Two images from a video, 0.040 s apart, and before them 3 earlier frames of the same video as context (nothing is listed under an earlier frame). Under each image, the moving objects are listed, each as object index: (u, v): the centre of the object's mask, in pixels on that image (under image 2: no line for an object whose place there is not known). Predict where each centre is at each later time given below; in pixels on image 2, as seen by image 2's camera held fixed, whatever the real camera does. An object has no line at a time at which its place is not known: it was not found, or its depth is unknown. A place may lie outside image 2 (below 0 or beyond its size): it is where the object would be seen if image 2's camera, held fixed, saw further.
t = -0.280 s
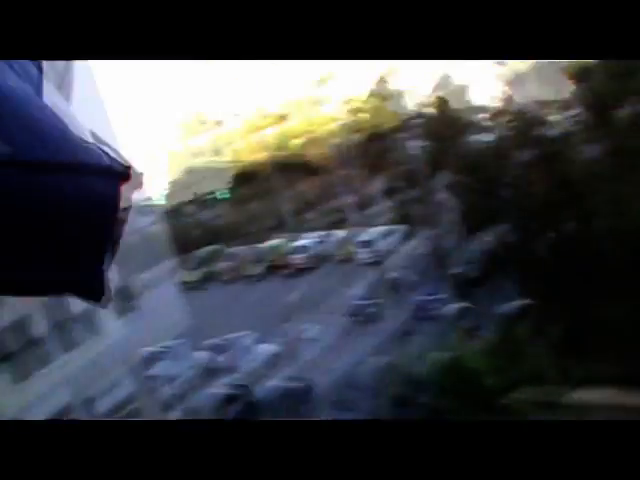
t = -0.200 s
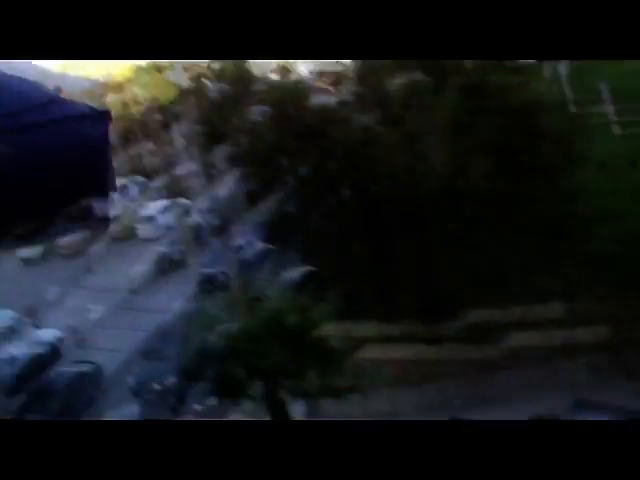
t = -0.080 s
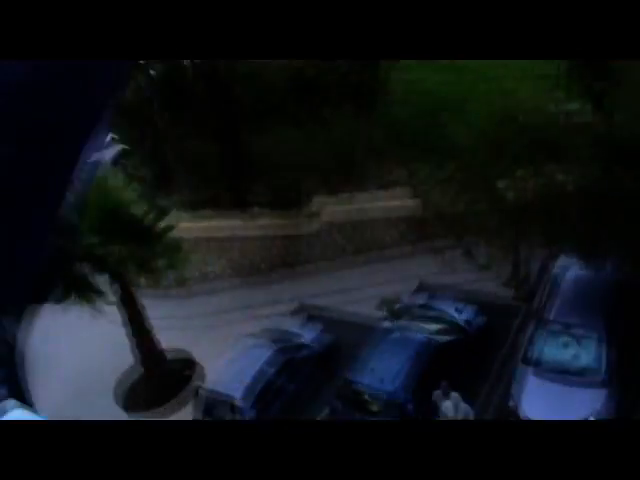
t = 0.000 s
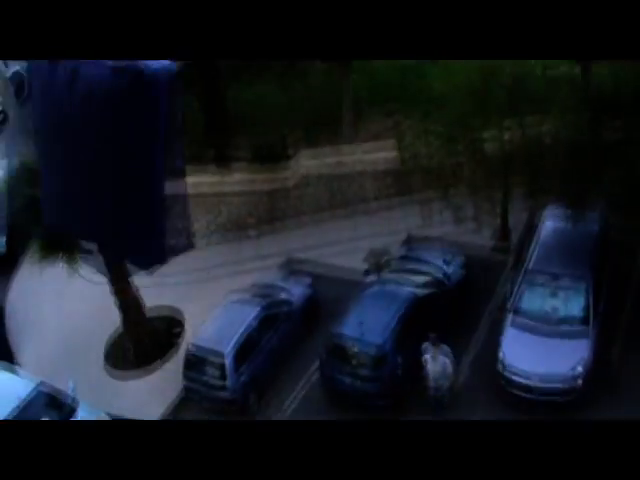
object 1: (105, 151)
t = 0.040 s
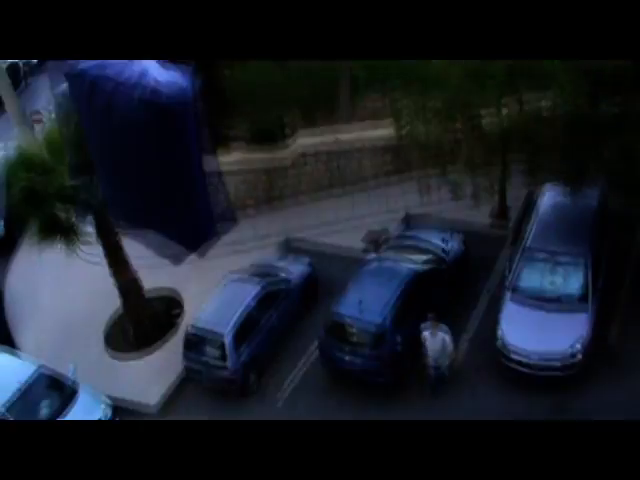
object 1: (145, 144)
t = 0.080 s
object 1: (185, 169)
